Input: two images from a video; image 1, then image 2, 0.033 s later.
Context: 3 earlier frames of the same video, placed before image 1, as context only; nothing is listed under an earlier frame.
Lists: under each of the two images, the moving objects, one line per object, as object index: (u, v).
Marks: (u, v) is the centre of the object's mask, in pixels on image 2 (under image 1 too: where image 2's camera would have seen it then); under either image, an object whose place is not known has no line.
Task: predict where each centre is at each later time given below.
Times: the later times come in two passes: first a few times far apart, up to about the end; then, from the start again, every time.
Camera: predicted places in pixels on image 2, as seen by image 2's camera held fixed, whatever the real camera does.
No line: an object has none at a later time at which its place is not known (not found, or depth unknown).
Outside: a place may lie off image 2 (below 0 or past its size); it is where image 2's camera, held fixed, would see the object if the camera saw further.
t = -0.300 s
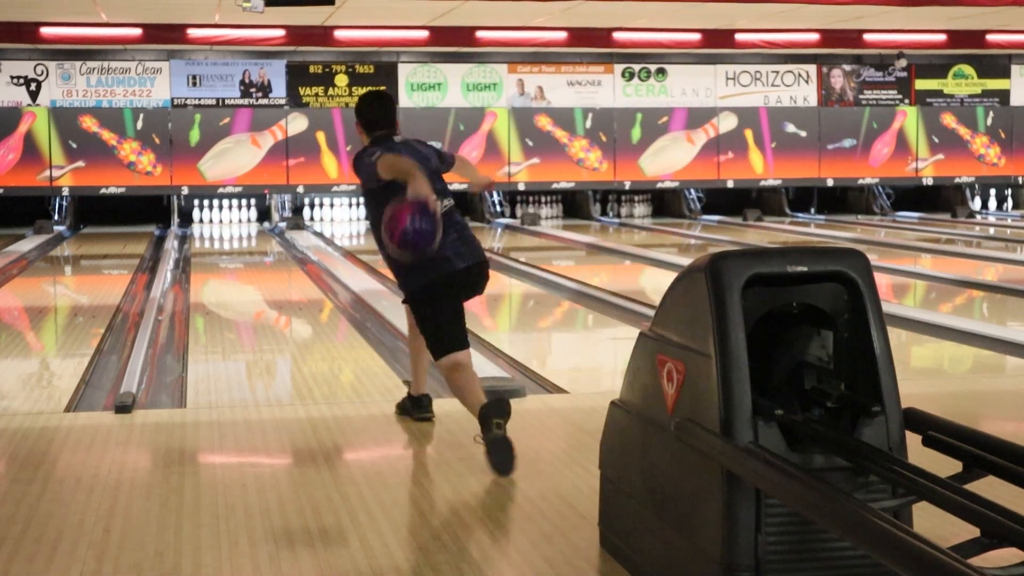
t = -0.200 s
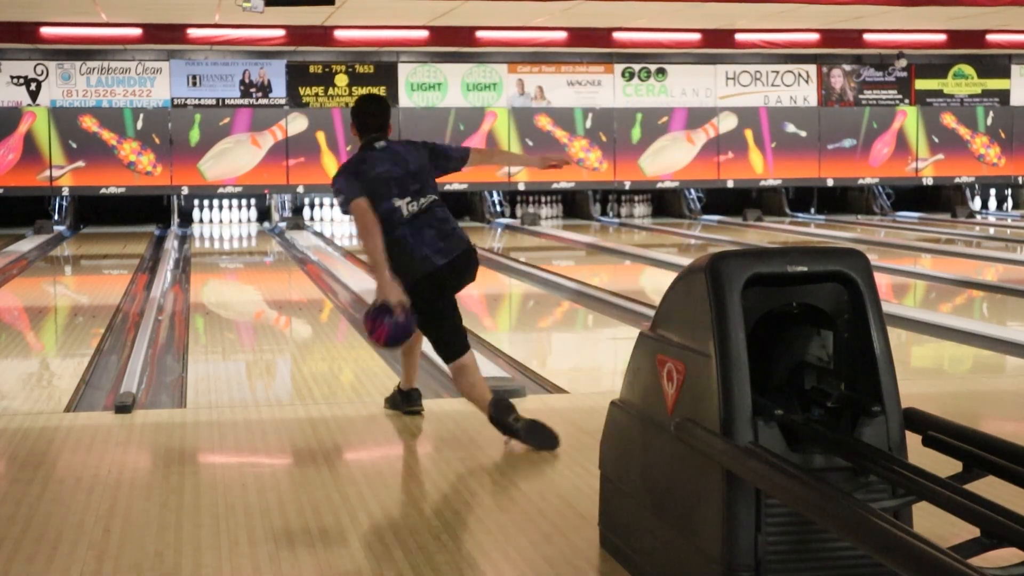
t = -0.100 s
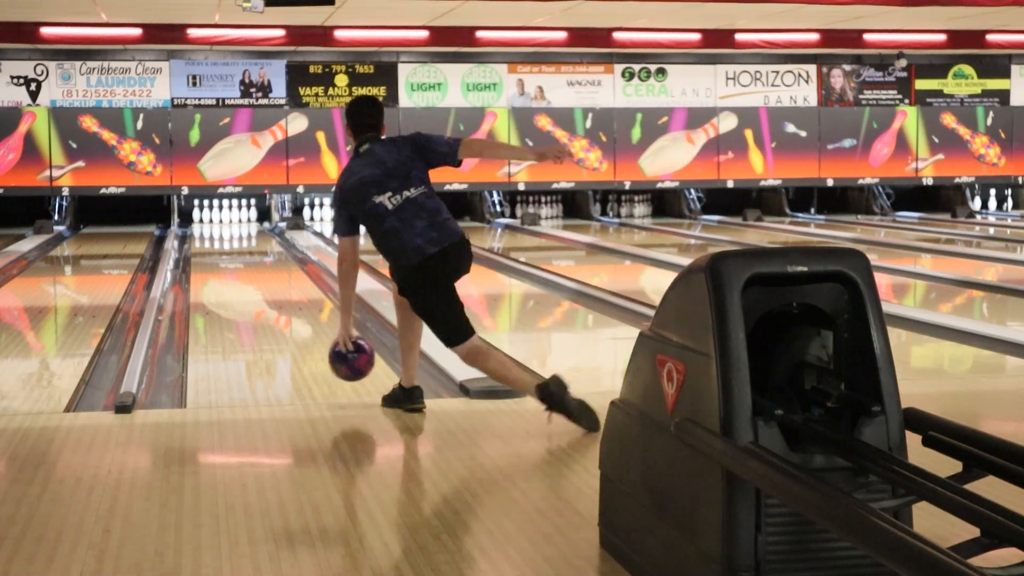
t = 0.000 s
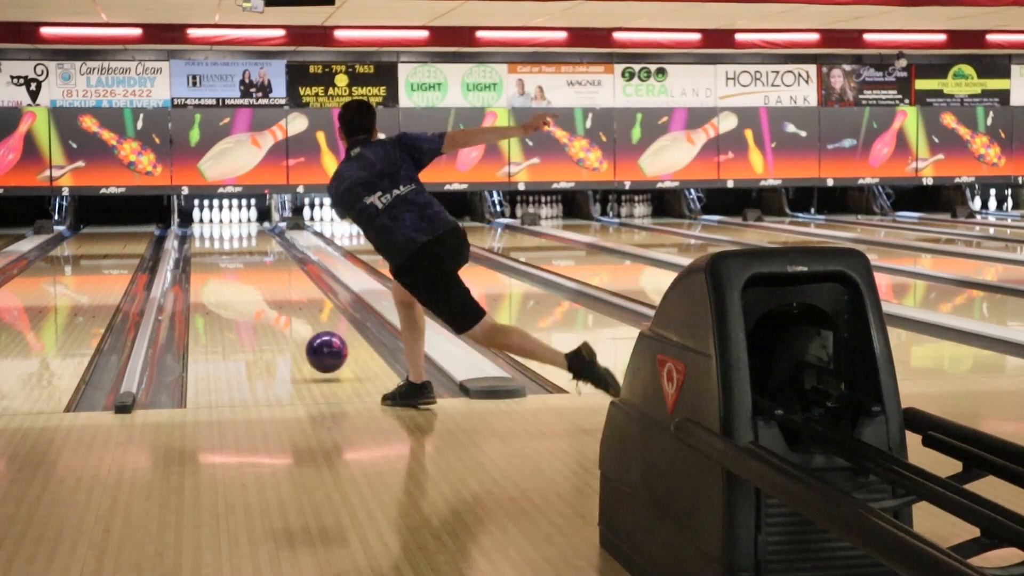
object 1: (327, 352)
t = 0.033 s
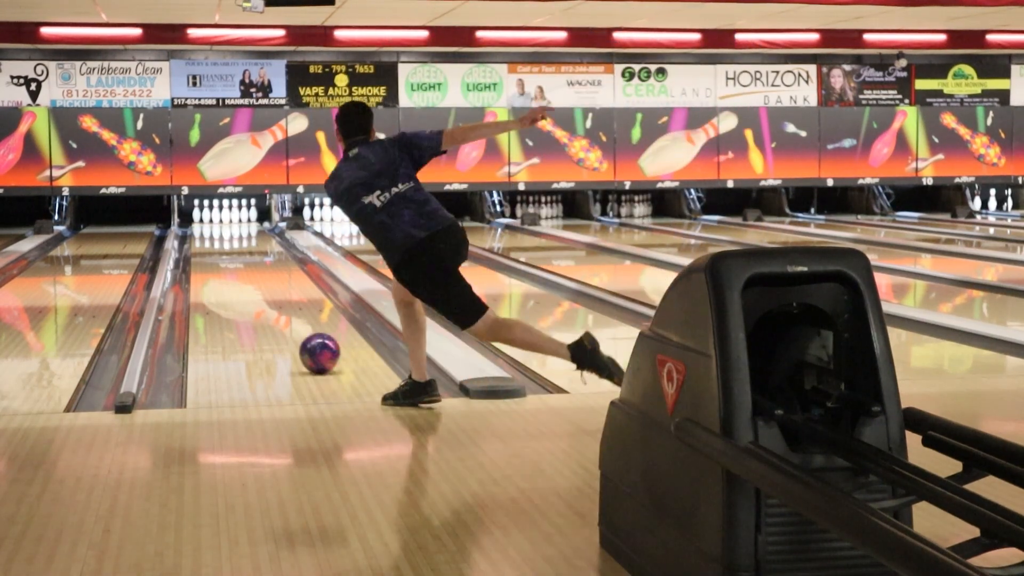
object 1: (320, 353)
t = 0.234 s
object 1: (286, 321)
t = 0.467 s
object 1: (259, 294)
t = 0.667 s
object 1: (242, 277)
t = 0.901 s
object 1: (228, 262)
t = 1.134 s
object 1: (217, 250)
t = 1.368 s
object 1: (211, 241)
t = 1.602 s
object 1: (206, 233)
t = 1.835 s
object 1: (207, 227)
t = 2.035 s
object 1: (212, 222)
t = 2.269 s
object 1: (221, 218)
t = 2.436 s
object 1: (223, 216)
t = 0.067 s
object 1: (313, 346)
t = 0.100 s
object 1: (307, 342)
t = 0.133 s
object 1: (301, 336)
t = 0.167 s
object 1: (296, 331)
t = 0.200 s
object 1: (290, 326)
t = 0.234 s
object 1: (286, 321)
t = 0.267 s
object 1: (281, 316)
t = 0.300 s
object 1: (277, 312)
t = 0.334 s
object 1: (273, 308)
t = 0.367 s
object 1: (269, 304)
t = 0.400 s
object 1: (265, 301)
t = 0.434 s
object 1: (262, 297)
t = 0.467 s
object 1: (259, 294)
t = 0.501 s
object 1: (256, 291)
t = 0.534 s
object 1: (252, 288)
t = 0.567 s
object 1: (250, 285)
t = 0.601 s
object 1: (247, 283)
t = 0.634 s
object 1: (245, 280)
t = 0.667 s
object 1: (242, 277)
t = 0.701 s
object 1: (240, 275)
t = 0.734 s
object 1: (238, 272)
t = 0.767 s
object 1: (235, 270)
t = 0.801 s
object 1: (233, 268)
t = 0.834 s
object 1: (231, 266)
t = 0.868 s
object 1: (230, 265)
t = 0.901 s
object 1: (228, 262)
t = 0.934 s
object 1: (226, 260)
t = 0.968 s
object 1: (224, 259)
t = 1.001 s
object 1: (223, 257)
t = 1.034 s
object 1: (222, 255)
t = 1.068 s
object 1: (220, 253)
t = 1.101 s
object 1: (219, 252)
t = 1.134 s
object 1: (217, 250)
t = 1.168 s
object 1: (216, 249)
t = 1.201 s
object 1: (215, 247)
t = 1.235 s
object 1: (214, 246)
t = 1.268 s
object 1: (213, 245)
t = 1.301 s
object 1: (212, 243)
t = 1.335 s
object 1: (211, 242)
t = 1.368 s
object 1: (211, 241)
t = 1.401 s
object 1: (209, 240)
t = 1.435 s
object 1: (209, 238)
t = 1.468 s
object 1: (208, 237)
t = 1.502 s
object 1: (208, 236)
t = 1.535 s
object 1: (207, 235)
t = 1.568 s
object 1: (207, 234)
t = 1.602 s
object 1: (206, 233)
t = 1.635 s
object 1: (206, 232)
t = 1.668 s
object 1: (206, 231)
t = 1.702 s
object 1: (206, 230)
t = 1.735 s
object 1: (206, 229)
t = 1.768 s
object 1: (206, 228)
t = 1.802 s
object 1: (206, 227)
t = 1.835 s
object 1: (207, 227)
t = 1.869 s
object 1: (207, 226)
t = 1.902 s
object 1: (208, 225)
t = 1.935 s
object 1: (209, 224)
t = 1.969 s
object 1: (210, 224)
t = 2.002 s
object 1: (211, 223)
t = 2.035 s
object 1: (212, 222)
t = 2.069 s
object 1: (214, 222)
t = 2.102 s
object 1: (215, 221)
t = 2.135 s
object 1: (216, 221)
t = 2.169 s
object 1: (217, 220)
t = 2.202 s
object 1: (218, 219)
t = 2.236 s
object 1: (220, 218)
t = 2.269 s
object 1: (221, 218)
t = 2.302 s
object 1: (220, 218)
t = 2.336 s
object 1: (221, 217)
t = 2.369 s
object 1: (222, 217)
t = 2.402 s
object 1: (222, 217)
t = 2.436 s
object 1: (223, 216)
